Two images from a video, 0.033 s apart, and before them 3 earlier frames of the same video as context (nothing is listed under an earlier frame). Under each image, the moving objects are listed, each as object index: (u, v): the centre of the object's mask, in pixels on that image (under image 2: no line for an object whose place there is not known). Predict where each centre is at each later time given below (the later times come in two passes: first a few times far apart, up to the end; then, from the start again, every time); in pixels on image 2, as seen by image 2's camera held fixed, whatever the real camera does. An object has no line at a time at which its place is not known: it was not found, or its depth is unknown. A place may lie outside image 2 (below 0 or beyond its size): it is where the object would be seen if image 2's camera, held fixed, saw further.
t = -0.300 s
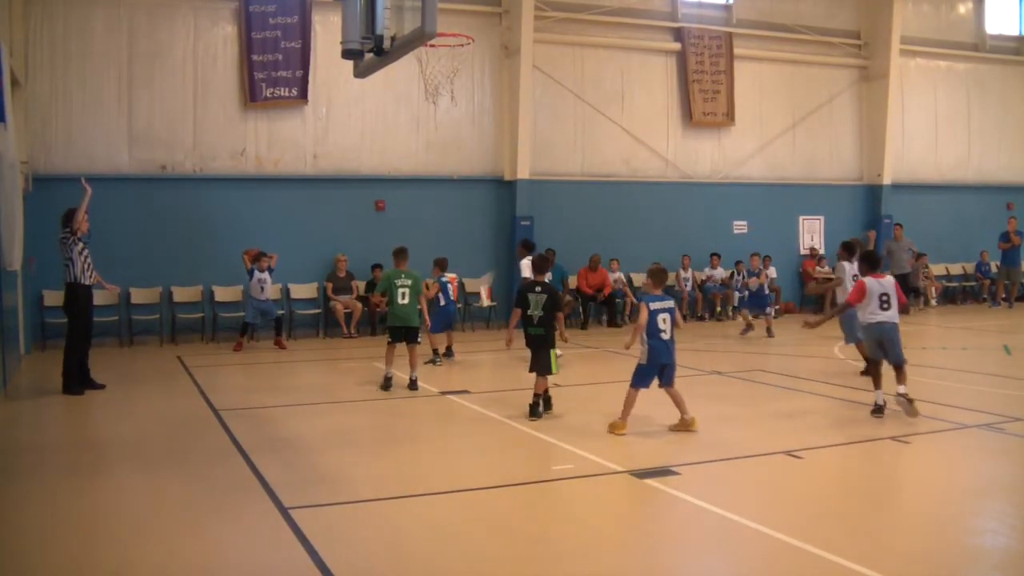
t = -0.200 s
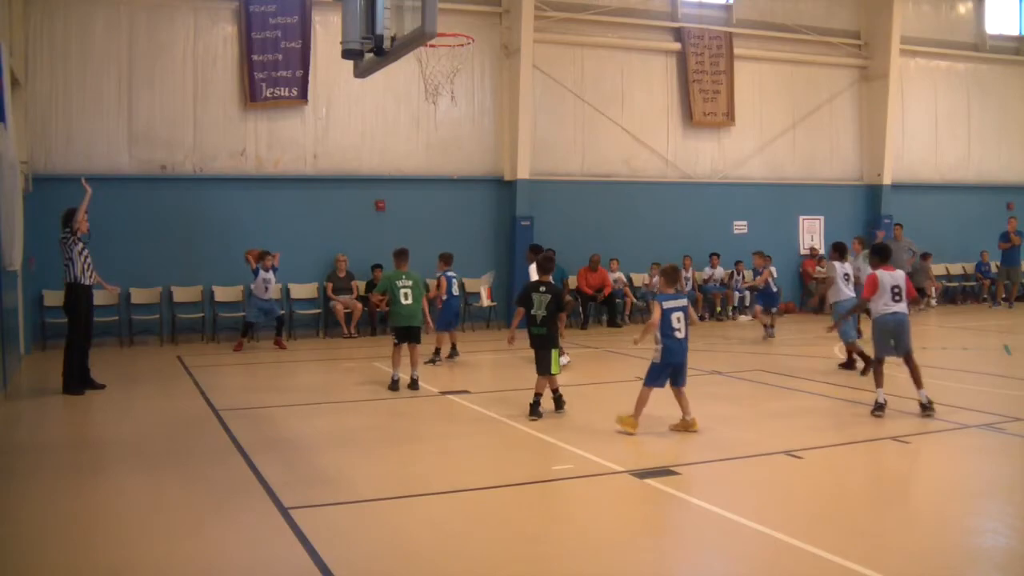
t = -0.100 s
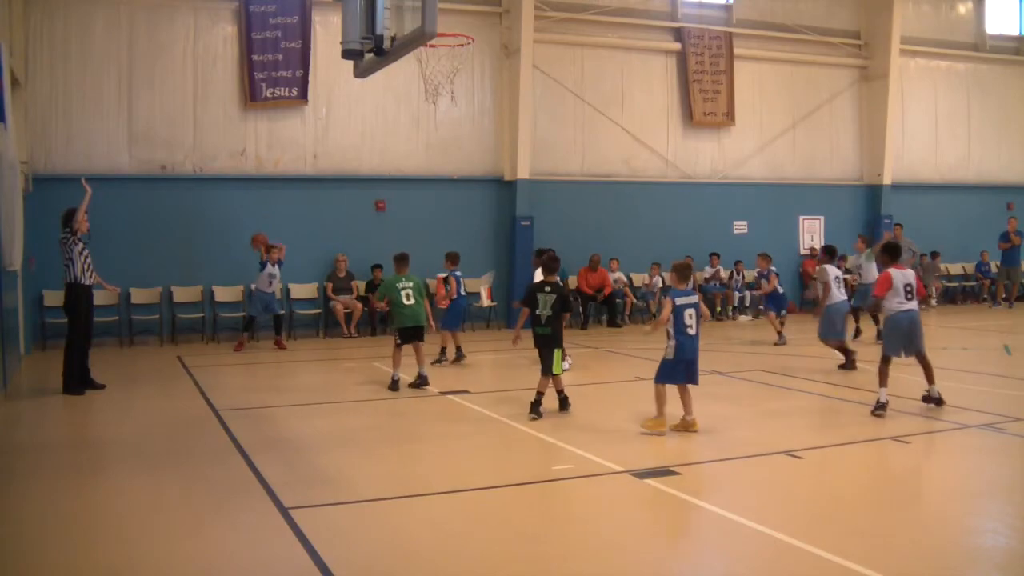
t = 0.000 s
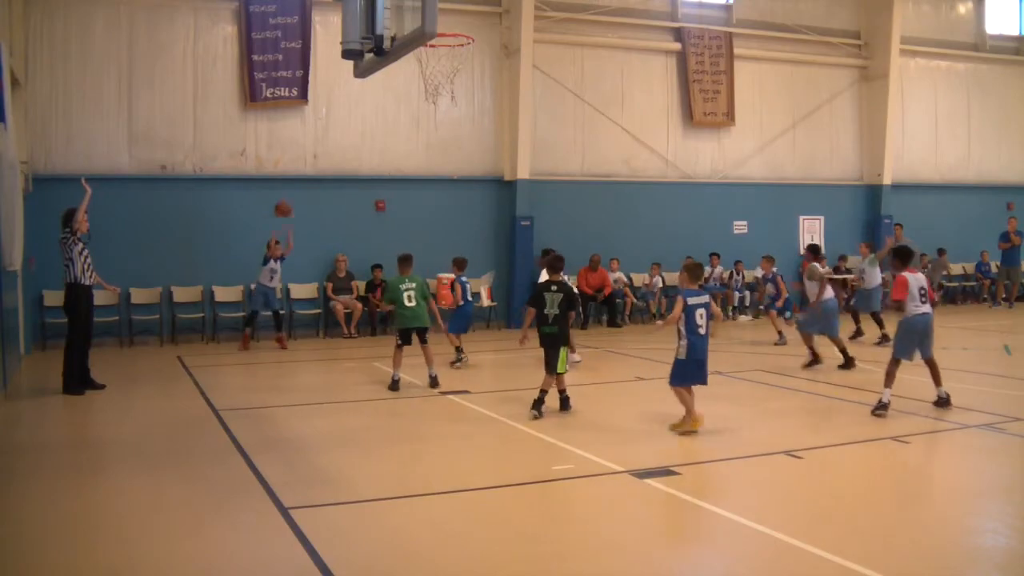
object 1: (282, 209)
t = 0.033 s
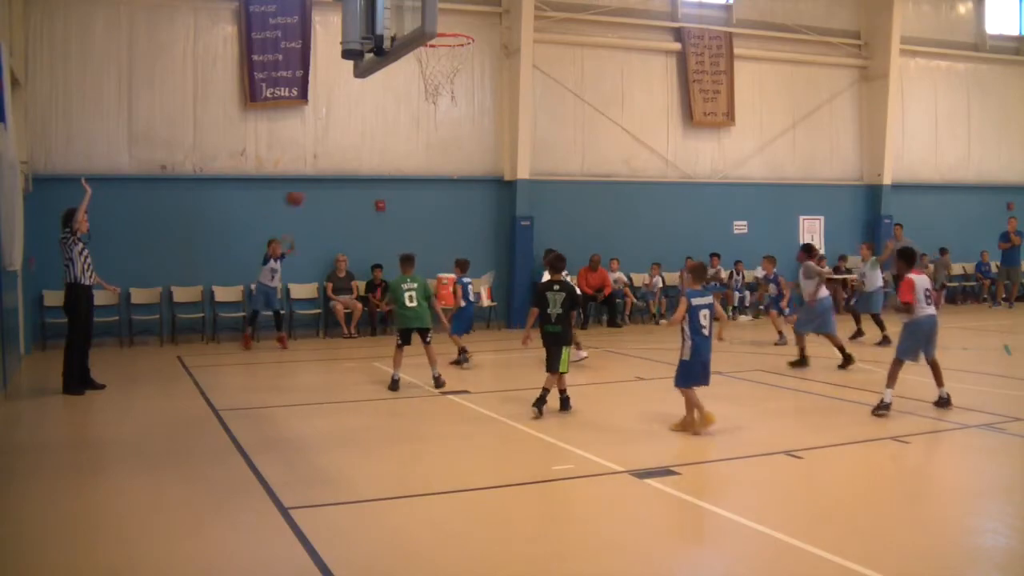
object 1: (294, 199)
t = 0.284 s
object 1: (388, 141)
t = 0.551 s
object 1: (507, 133)
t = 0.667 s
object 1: (565, 151)
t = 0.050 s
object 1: (300, 193)
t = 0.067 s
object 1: (306, 187)
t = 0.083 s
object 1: (312, 185)
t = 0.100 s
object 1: (318, 180)
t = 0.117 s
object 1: (324, 174)
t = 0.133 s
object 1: (330, 171)
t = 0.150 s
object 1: (336, 166)
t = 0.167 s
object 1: (343, 163)
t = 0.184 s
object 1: (349, 159)
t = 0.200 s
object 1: (355, 156)
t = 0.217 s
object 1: (362, 152)
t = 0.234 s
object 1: (368, 149)
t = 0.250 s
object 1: (375, 146)
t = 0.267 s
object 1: (382, 143)
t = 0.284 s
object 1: (388, 141)
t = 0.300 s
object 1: (395, 139)
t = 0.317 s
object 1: (402, 137)
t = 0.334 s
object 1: (409, 135)
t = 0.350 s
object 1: (416, 134)
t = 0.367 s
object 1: (423, 132)
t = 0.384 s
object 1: (431, 131)
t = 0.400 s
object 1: (438, 130)
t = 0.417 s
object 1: (446, 130)
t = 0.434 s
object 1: (453, 129)
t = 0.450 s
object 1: (461, 129)
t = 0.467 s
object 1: (468, 129)
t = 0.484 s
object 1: (476, 130)
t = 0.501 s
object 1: (483, 130)
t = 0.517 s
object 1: (491, 131)
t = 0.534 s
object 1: (499, 132)
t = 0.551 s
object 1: (507, 133)
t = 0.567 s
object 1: (515, 135)
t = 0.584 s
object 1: (524, 137)
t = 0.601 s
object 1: (532, 139)
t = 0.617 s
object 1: (540, 141)
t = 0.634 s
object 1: (548, 144)
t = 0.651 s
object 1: (557, 147)
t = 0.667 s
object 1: (565, 151)
